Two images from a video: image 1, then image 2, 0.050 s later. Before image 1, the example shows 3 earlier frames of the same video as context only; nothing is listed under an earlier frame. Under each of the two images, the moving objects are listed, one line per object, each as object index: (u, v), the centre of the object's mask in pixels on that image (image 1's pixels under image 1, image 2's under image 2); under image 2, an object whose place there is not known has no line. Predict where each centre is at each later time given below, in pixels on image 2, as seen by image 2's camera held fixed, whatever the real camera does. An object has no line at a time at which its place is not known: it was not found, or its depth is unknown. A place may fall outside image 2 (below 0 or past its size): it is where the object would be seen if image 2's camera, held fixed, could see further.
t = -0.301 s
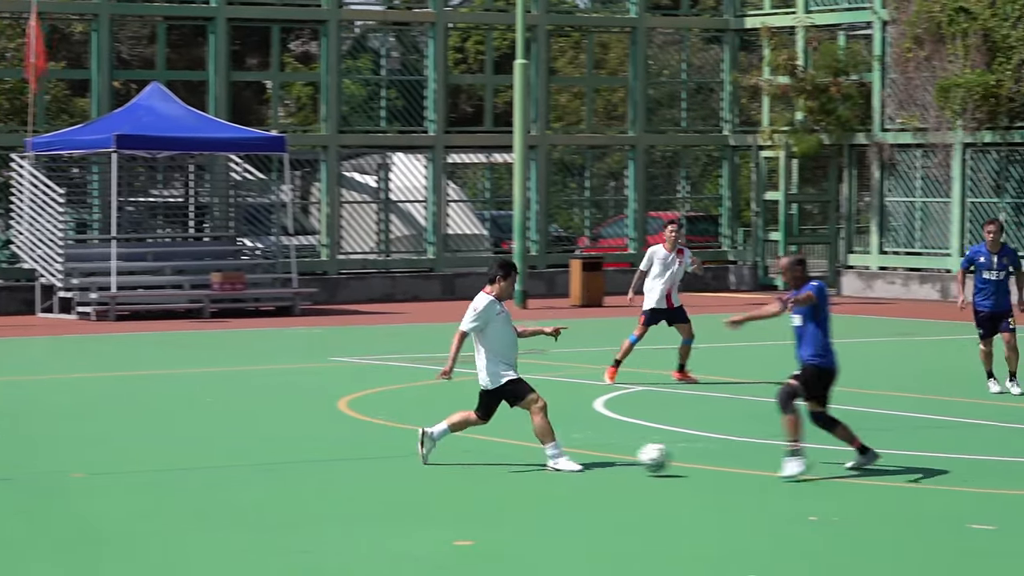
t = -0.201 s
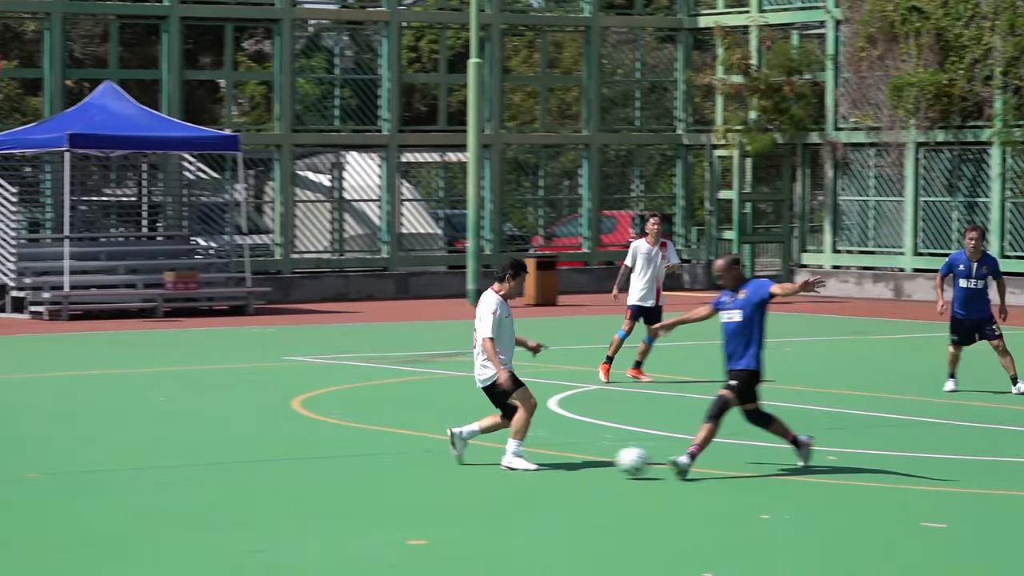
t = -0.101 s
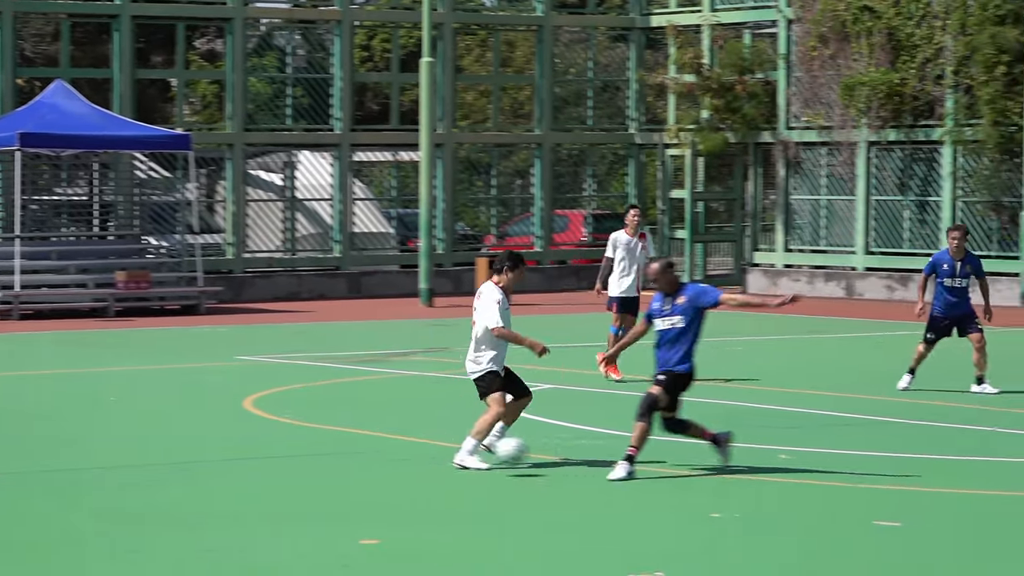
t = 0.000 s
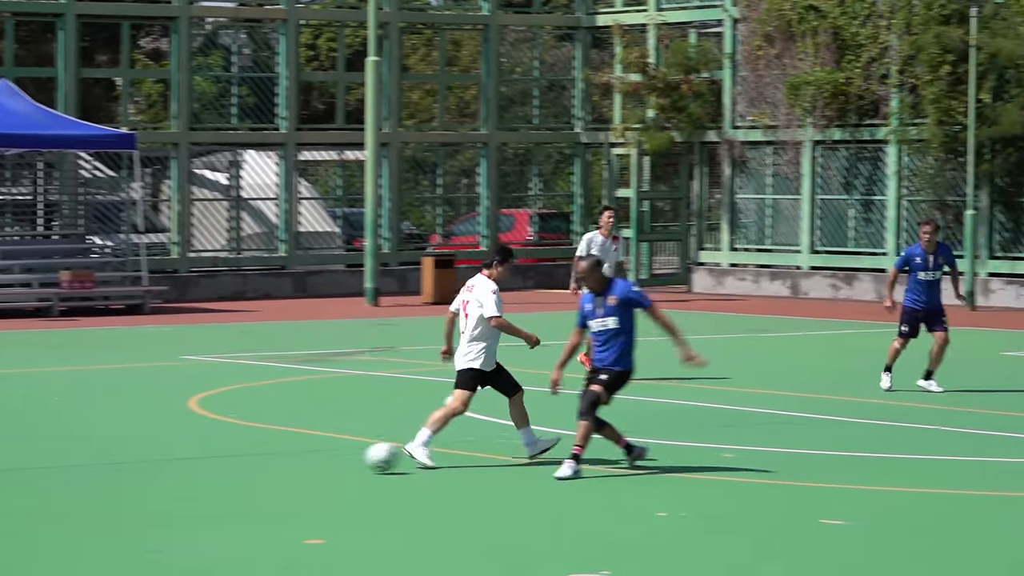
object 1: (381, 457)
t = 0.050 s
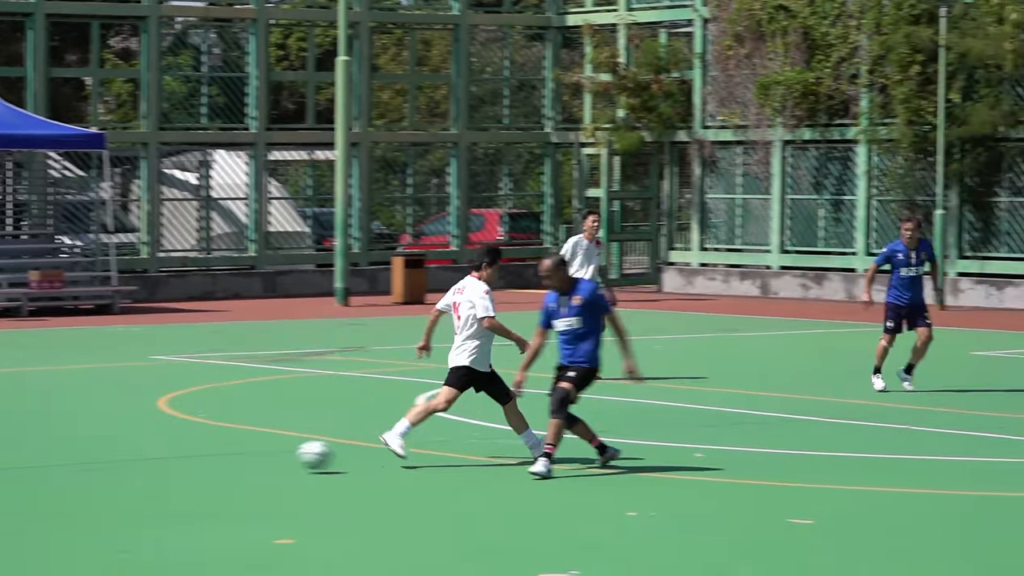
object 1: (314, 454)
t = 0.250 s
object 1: (178, 453)
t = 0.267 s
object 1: (165, 452)
